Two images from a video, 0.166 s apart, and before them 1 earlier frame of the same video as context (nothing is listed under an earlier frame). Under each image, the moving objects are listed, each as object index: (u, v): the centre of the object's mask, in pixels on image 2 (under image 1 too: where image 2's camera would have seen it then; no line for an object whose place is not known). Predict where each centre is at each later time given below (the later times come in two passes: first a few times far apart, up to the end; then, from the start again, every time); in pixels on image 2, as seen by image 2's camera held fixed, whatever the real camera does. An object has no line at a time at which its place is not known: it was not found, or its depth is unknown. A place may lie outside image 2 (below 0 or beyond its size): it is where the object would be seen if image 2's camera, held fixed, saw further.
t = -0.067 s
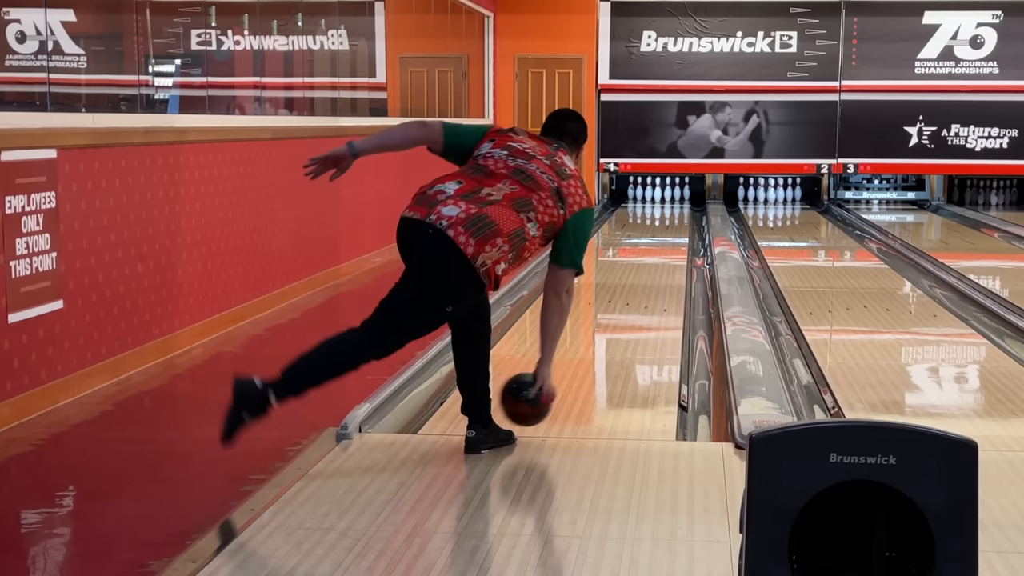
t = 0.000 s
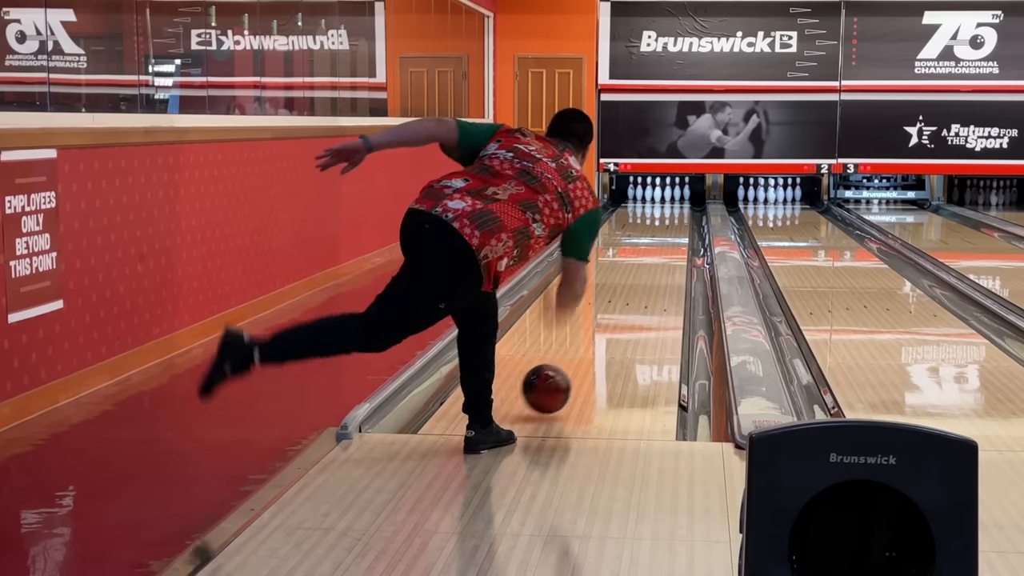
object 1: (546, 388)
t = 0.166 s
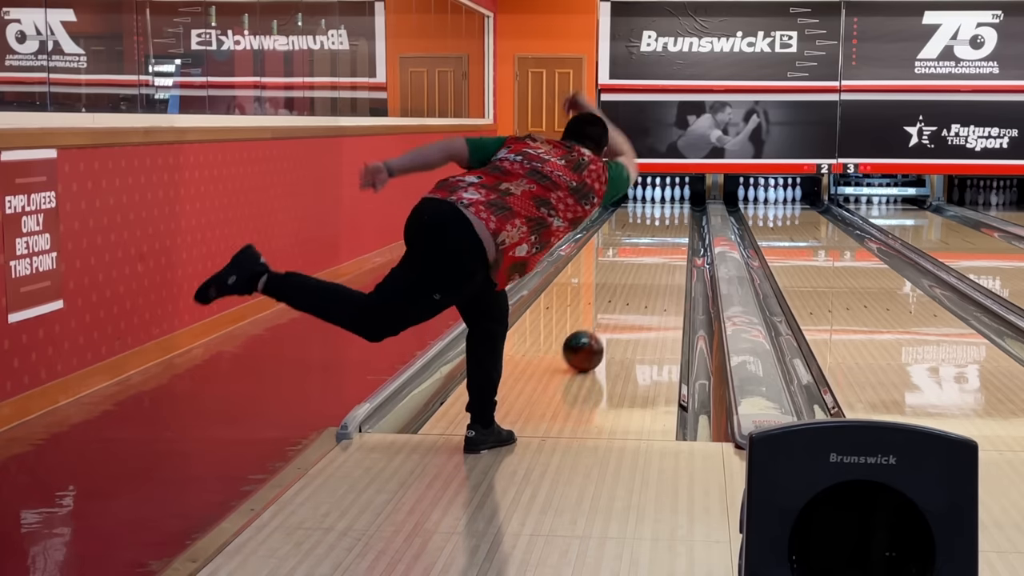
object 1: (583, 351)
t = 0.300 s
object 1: (604, 325)
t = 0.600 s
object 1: (638, 284)
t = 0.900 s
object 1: (659, 258)
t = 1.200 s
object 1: (673, 239)
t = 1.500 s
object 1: (680, 224)
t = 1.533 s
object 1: (681, 223)
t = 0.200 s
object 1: (589, 344)
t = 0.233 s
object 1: (594, 337)
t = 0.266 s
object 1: (600, 331)
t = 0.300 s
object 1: (604, 325)
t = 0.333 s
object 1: (609, 320)
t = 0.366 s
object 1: (613, 315)
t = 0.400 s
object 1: (617, 310)
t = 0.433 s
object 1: (621, 305)
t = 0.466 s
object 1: (625, 300)
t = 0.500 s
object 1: (628, 296)
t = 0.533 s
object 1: (625, 295)
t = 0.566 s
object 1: (641, 288)
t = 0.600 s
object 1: (638, 284)
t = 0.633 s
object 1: (641, 281)
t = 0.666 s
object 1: (643, 278)
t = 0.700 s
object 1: (646, 274)
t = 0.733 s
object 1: (648, 271)
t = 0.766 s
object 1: (651, 268)
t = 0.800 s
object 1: (653, 265)
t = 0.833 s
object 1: (655, 263)
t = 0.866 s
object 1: (657, 260)
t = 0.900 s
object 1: (659, 258)
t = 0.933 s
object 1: (661, 255)
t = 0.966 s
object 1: (662, 253)
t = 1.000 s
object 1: (664, 251)
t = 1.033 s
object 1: (666, 248)
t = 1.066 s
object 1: (667, 246)
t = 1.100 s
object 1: (669, 244)
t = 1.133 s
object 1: (670, 242)
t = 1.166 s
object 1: (671, 240)
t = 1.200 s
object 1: (673, 239)
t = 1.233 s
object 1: (674, 237)
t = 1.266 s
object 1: (675, 235)
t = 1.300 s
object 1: (676, 233)
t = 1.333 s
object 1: (677, 232)
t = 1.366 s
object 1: (678, 230)
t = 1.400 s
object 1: (679, 228)
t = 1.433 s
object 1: (679, 227)
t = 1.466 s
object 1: (680, 226)
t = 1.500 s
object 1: (680, 224)
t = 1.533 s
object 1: (681, 223)
